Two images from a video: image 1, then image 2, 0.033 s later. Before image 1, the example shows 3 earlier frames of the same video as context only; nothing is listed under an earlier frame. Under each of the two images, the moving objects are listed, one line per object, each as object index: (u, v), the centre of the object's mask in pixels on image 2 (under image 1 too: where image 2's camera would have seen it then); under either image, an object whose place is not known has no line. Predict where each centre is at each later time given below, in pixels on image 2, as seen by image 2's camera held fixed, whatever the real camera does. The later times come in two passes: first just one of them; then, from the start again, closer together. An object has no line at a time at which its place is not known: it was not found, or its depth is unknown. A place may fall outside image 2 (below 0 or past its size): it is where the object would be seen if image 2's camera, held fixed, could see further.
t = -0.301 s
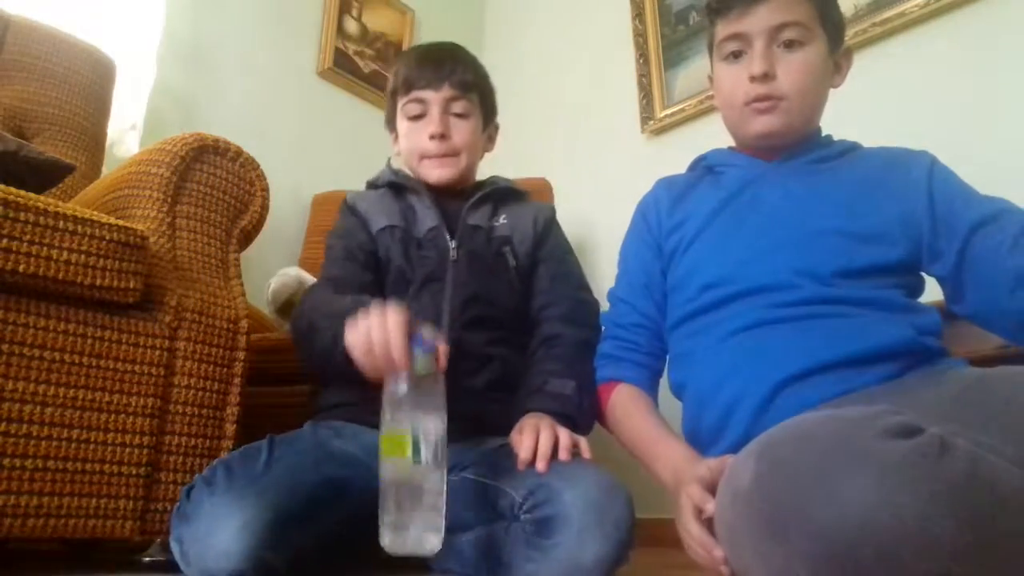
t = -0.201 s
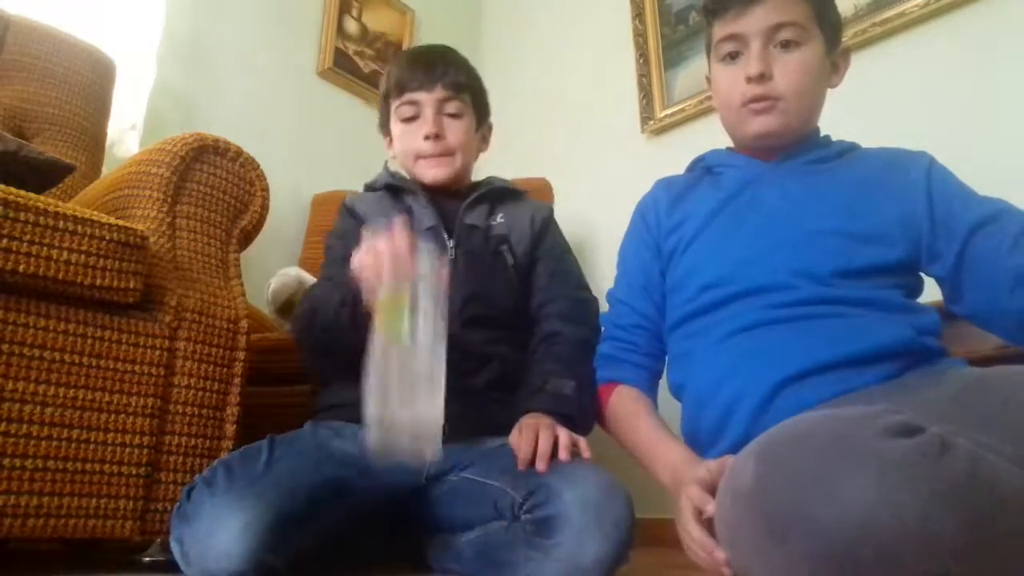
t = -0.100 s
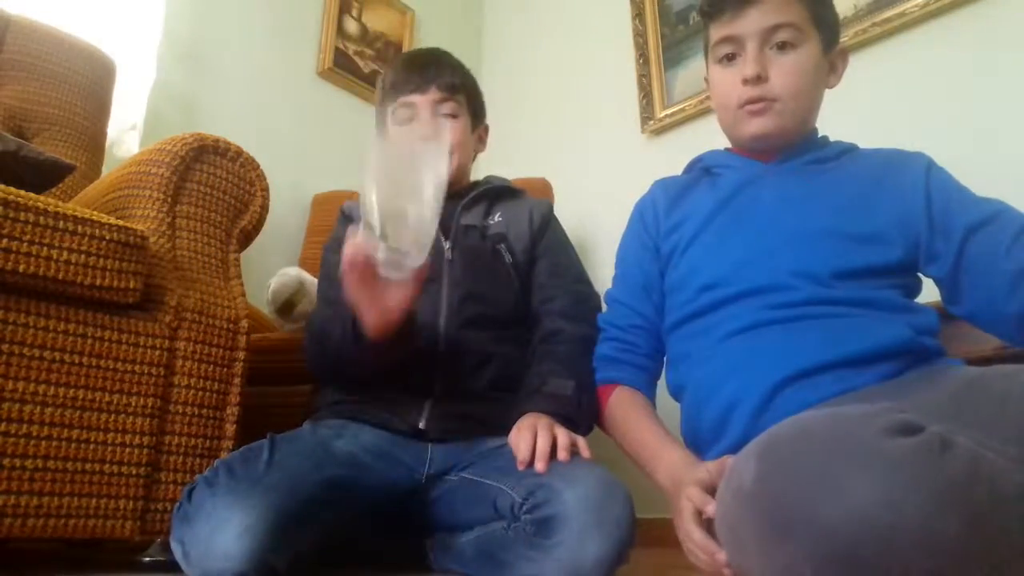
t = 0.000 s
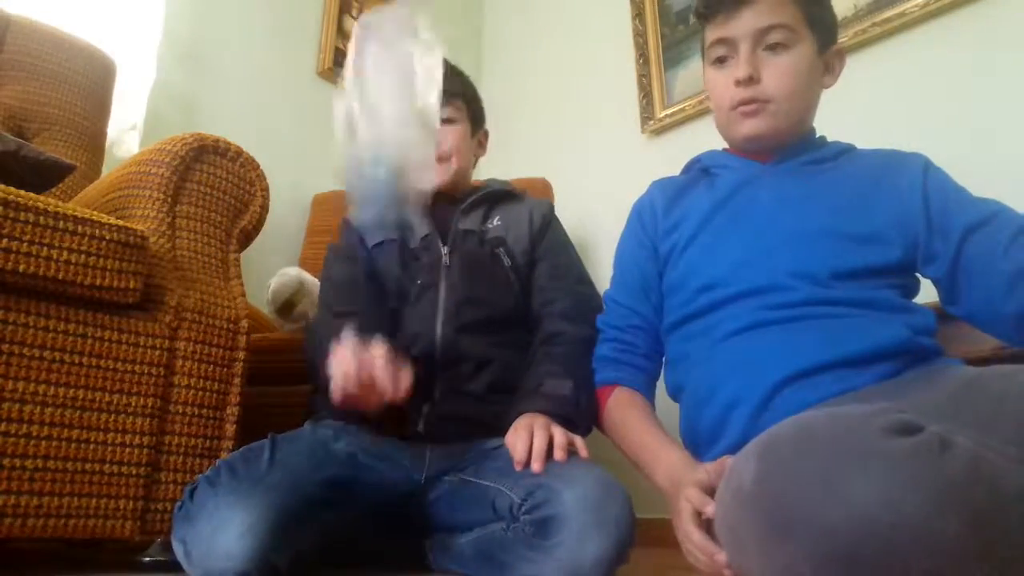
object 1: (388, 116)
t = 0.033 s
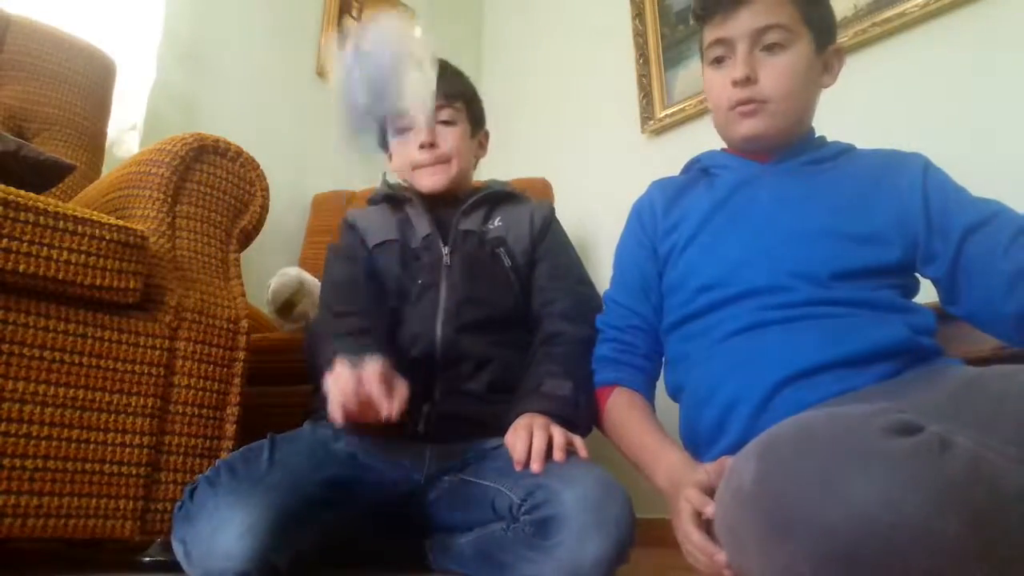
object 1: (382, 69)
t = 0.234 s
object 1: (315, 351)
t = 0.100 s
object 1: (377, 87)
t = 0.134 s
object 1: (366, 122)
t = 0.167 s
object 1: (354, 164)
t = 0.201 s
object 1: (336, 225)
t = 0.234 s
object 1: (315, 351)
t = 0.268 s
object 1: (295, 417)
